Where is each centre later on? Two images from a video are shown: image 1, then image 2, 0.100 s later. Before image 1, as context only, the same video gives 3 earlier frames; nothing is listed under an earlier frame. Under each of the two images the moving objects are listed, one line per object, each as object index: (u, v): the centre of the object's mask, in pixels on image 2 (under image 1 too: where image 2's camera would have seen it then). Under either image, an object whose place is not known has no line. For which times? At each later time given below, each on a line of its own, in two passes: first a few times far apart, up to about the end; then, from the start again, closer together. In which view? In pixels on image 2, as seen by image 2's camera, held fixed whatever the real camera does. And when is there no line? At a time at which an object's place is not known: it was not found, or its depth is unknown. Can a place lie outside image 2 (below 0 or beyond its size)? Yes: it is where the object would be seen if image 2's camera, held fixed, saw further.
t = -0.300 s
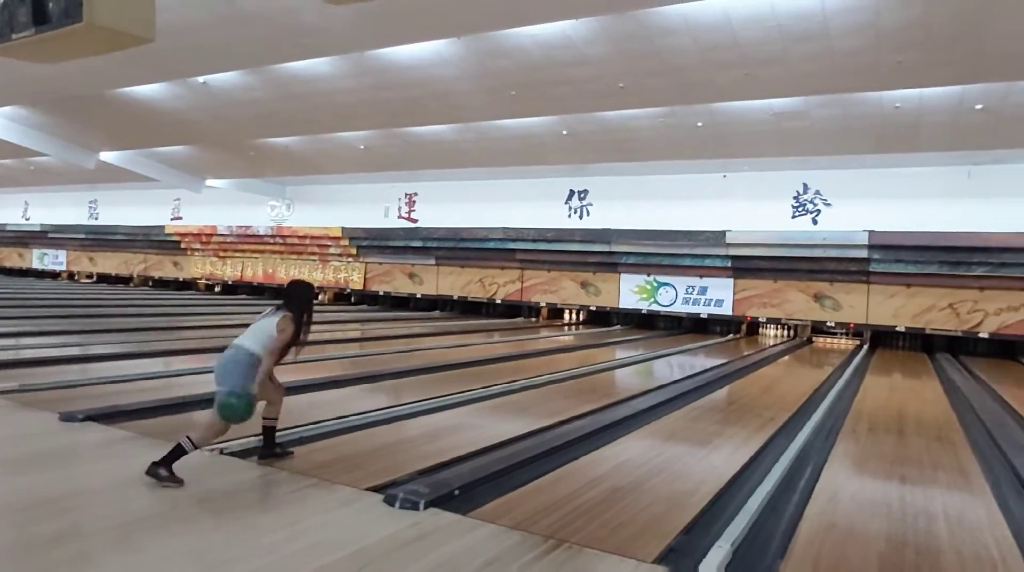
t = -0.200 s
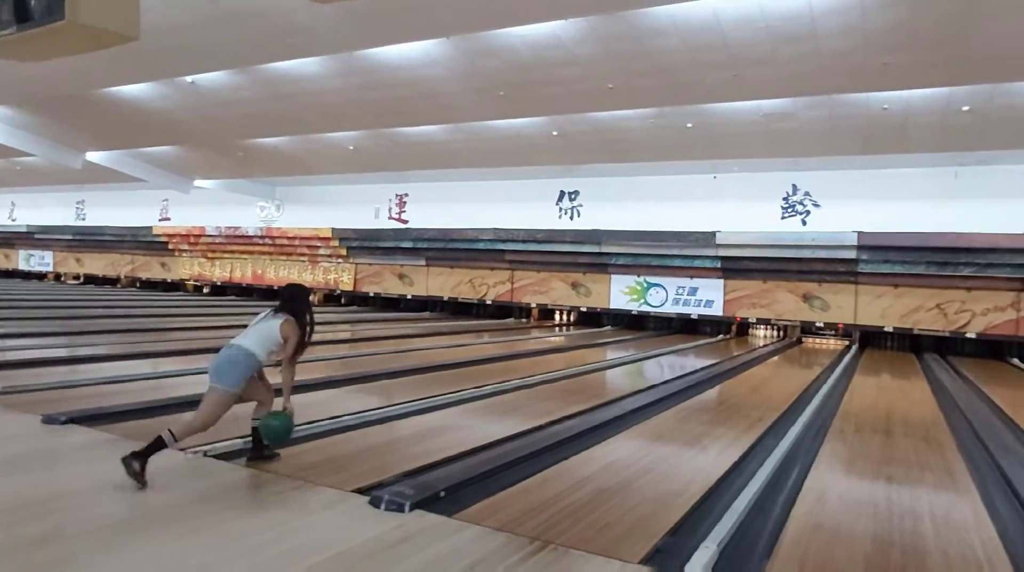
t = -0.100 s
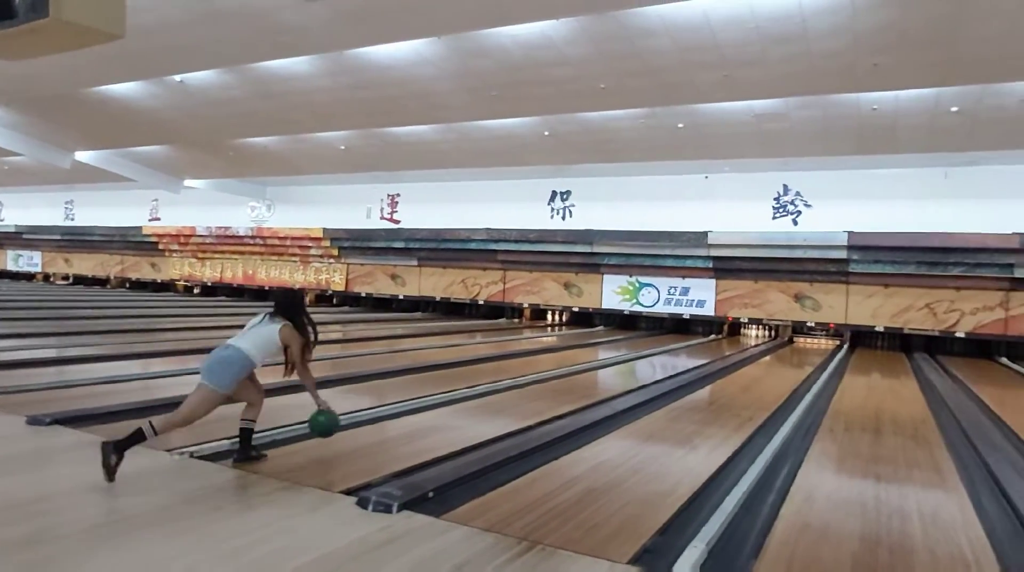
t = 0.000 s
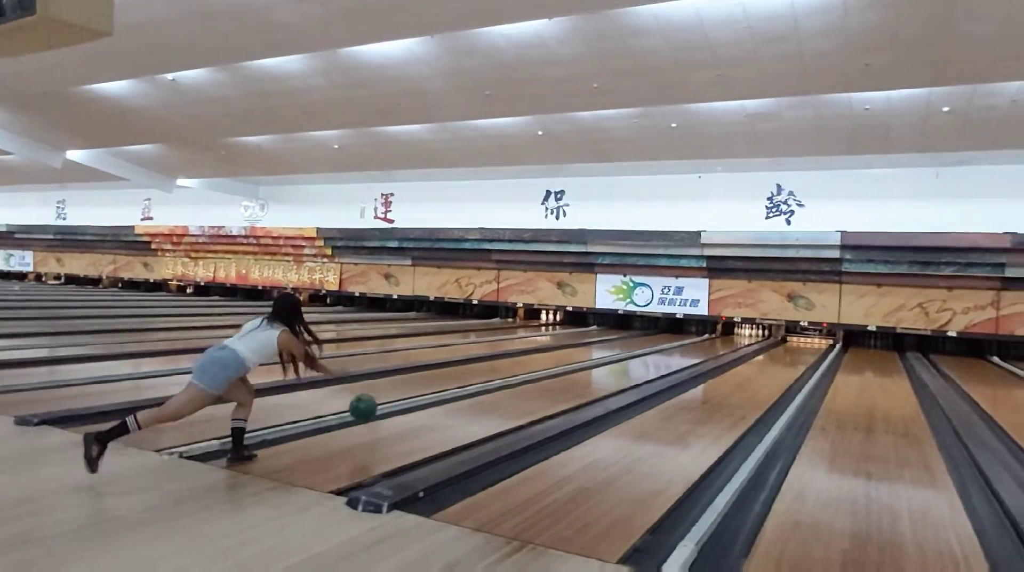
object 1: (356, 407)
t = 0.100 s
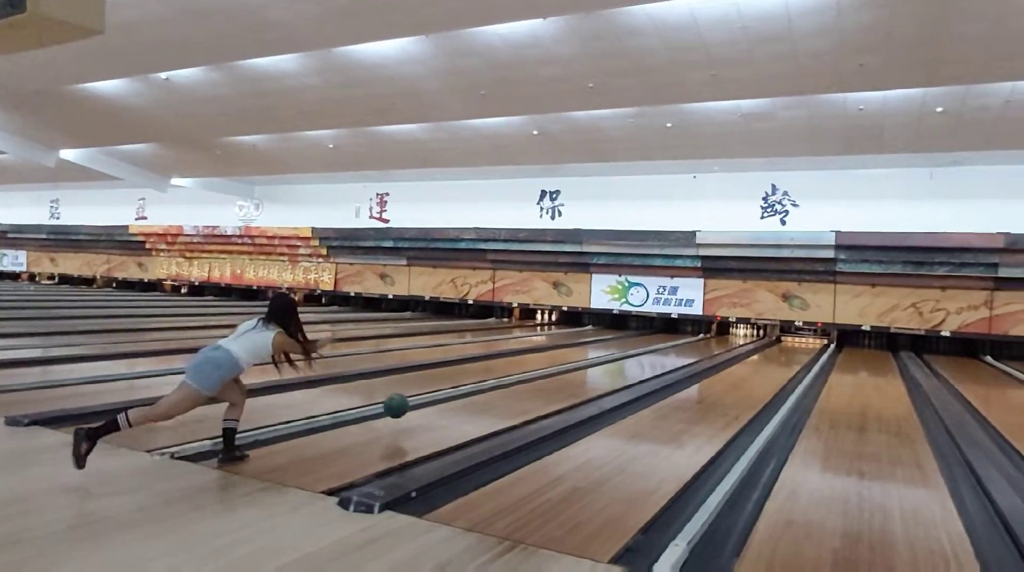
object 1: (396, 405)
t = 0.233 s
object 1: (440, 405)
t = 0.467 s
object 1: (498, 391)
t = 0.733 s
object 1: (547, 379)
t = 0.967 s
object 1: (579, 371)
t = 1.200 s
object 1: (604, 363)
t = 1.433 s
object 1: (624, 358)
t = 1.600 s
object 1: (636, 355)
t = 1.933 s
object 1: (655, 350)
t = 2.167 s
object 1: (666, 347)
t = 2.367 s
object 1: (674, 345)
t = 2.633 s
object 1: (682, 341)
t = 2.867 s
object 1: (688, 339)
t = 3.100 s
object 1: (691, 339)
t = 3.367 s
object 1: (704, 336)
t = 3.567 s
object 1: (703, 337)
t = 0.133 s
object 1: (408, 407)
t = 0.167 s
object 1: (419, 410)
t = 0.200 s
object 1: (430, 408)
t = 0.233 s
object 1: (440, 405)
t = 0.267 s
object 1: (449, 403)
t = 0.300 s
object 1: (458, 402)
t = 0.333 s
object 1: (467, 400)
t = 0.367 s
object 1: (476, 397)
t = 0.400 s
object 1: (484, 395)
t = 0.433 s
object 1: (491, 393)
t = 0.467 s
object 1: (498, 391)
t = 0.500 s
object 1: (505, 389)
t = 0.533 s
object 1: (512, 388)
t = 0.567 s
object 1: (518, 386)
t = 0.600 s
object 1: (525, 385)
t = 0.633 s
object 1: (531, 383)
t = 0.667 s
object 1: (536, 381)
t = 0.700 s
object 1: (542, 380)
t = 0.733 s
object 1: (547, 379)
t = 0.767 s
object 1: (552, 377)
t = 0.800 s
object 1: (557, 376)
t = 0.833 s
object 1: (561, 375)
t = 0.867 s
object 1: (566, 373)
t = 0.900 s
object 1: (570, 373)
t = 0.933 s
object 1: (575, 372)
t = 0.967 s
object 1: (579, 371)
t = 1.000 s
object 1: (583, 369)
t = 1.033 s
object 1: (586, 369)
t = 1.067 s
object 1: (590, 367)
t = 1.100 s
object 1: (593, 366)
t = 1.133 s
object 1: (597, 365)
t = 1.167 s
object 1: (600, 364)
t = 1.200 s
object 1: (604, 363)
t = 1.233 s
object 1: (607, 362)
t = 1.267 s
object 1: (610, 362)
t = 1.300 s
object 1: (613, 361)
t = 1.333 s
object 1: (615, 360)
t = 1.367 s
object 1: (618, 360)
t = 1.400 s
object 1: (621, 359)
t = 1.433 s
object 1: (624, 358)
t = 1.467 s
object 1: (626, 358)
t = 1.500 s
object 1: (629, 357)
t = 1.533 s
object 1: (631, 357)
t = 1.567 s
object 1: (633, 356)
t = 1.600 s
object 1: (636, 355)
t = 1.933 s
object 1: (655, 350)
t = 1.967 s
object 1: (656, 350)
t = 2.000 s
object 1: (658, 349)
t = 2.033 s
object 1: (660, 348)
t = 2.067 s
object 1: (661, 348)
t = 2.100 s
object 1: (663, 348)
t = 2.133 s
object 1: (664, 347)
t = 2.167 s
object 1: (666, 347)
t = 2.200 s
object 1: (667, 347)
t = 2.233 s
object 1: (669, 346)
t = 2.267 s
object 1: (669, 346)
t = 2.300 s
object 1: (671, 346)
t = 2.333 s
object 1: (671, 346)
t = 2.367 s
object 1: (674, 345)
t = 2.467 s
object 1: (677, 344)
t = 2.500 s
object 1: (678, 343)
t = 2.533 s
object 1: (679, 343)
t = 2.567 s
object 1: (680, 343)
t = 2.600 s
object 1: (681, 342)
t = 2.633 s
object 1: (682, 341)
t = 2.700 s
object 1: (686, 340)
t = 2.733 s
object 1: (685, 340)
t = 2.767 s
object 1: (686, 340)
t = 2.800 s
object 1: (687, 340)
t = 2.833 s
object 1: (688, 340)
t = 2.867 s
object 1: (688, 339)
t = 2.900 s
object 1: (689, 339)
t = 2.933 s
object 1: (688, 339)
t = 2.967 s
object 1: (689, 339)
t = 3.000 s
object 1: (690, 340)
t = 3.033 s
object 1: (690, 339)
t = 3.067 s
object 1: (690, 339)
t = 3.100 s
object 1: (691, 339)
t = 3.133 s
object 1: (691, 339)
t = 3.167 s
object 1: (692, 339)
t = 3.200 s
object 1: (693, 339)
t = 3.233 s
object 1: (697, 338)
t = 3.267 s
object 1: (700, 337)
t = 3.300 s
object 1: (699, 337)
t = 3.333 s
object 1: (699, 337)
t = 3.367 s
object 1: (704, 336)
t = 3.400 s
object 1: (704, 337)
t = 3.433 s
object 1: (700, 337)
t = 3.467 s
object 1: (701, 337)
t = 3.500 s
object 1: (701, 337)
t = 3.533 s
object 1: (702, 337)
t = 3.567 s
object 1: (703, 337)
